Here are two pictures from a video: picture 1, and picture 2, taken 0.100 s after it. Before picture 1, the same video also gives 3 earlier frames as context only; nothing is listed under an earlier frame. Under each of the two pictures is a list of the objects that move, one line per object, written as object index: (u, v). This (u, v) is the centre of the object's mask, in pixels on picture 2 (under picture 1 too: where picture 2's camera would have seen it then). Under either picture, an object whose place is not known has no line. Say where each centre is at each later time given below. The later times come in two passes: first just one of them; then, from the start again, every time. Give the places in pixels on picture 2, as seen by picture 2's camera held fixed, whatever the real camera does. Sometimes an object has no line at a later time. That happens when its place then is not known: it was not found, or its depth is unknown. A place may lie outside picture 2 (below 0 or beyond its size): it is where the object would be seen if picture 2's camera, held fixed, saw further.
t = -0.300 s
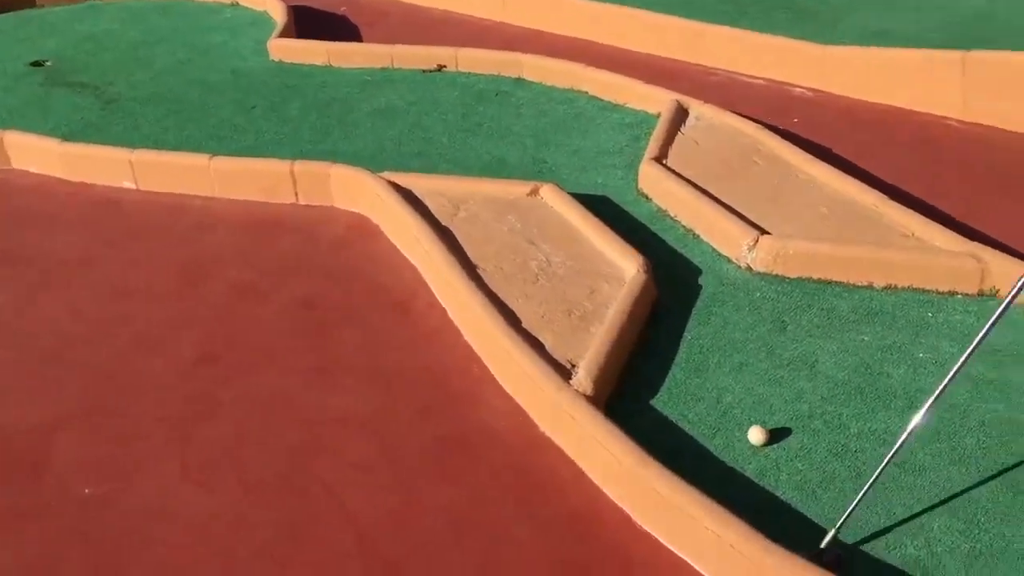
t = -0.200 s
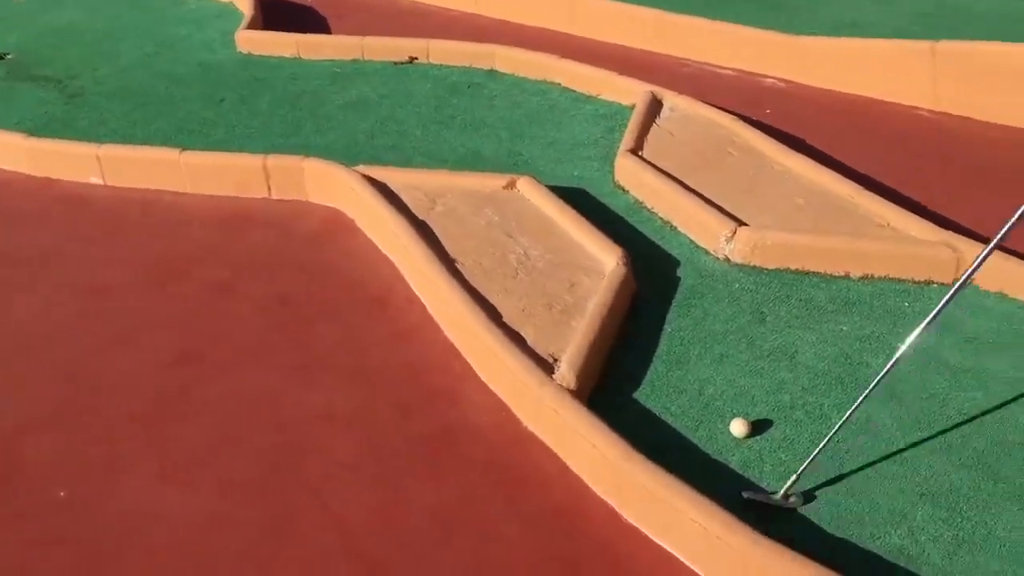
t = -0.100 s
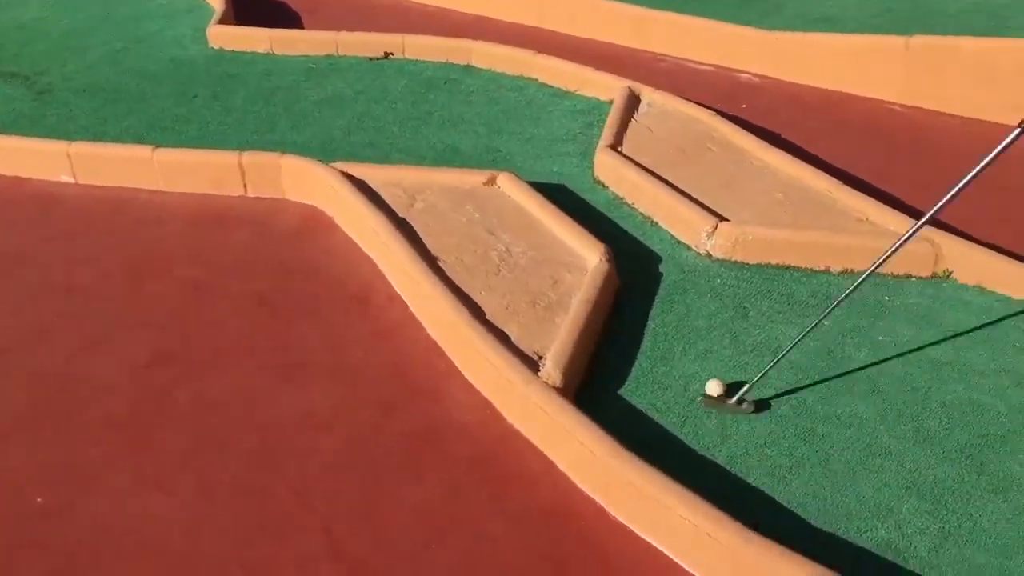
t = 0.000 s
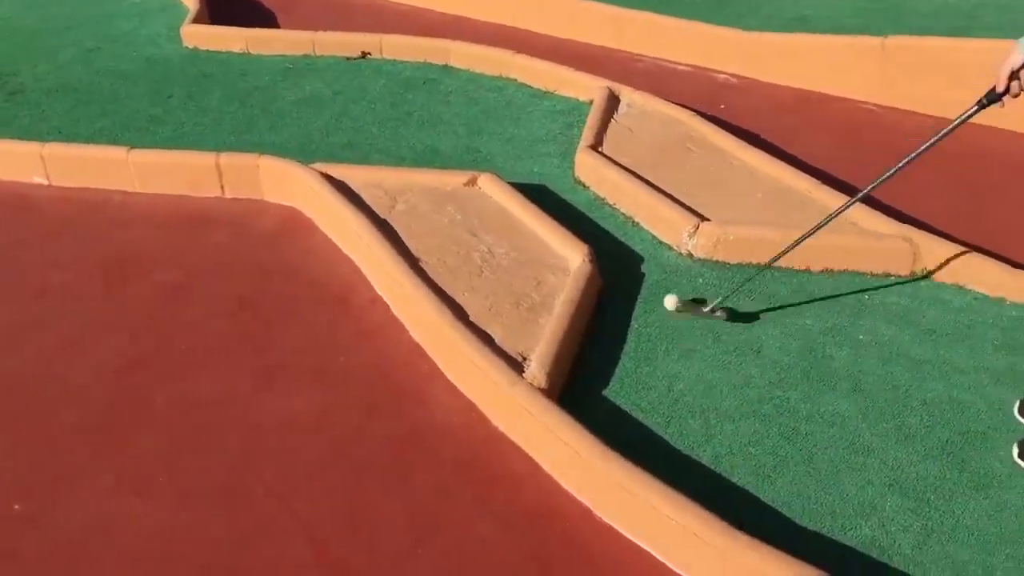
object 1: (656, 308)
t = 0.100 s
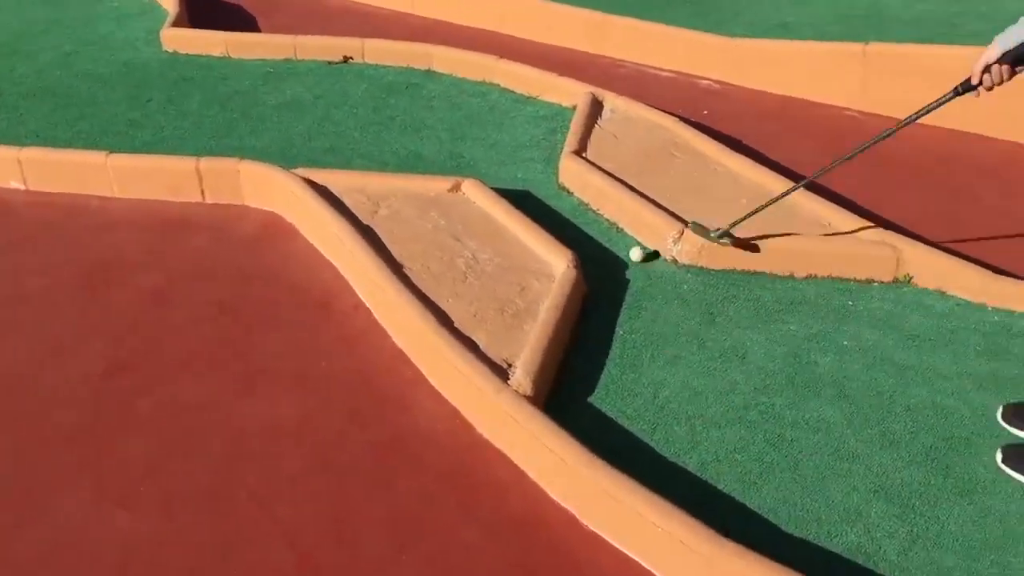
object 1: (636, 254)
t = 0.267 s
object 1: (566, 204)
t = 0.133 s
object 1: (632, 238)
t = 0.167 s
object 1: (616, 229)
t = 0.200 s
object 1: (597, 222)
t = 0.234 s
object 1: (582, 213)
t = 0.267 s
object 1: (566, 204)
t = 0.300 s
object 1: (550, 197)
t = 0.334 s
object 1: (535, 190)
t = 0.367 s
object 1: (521, 183)
